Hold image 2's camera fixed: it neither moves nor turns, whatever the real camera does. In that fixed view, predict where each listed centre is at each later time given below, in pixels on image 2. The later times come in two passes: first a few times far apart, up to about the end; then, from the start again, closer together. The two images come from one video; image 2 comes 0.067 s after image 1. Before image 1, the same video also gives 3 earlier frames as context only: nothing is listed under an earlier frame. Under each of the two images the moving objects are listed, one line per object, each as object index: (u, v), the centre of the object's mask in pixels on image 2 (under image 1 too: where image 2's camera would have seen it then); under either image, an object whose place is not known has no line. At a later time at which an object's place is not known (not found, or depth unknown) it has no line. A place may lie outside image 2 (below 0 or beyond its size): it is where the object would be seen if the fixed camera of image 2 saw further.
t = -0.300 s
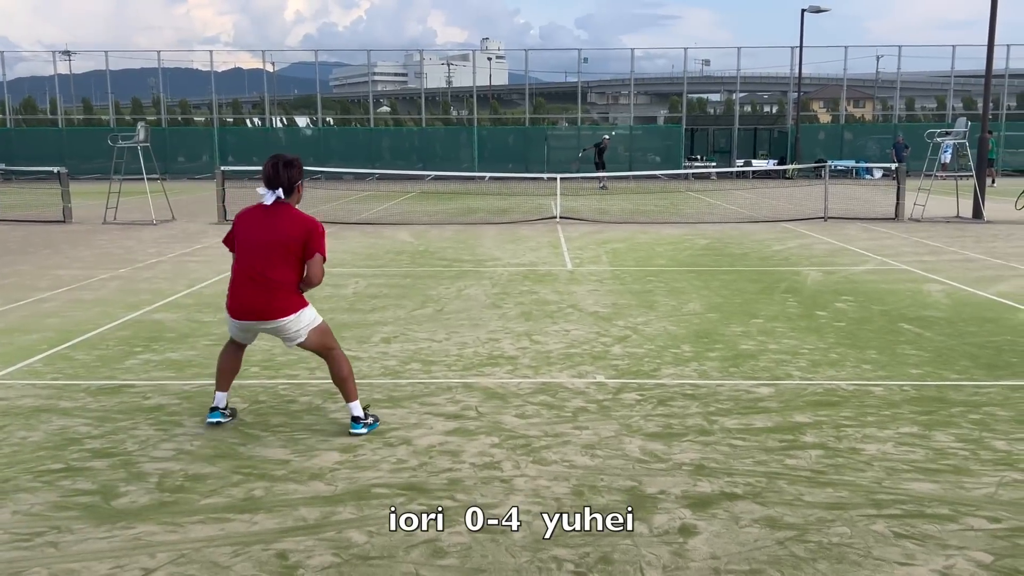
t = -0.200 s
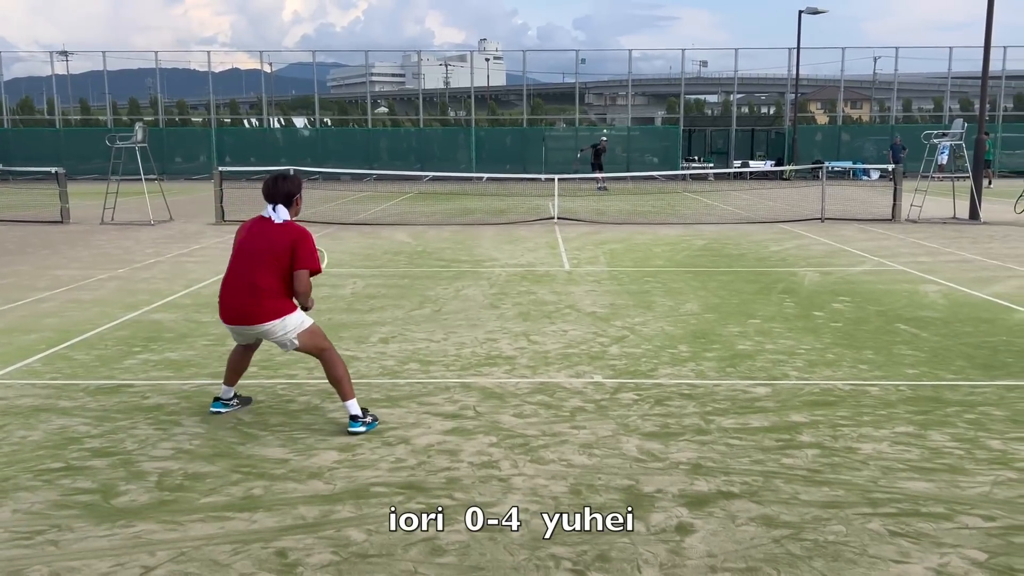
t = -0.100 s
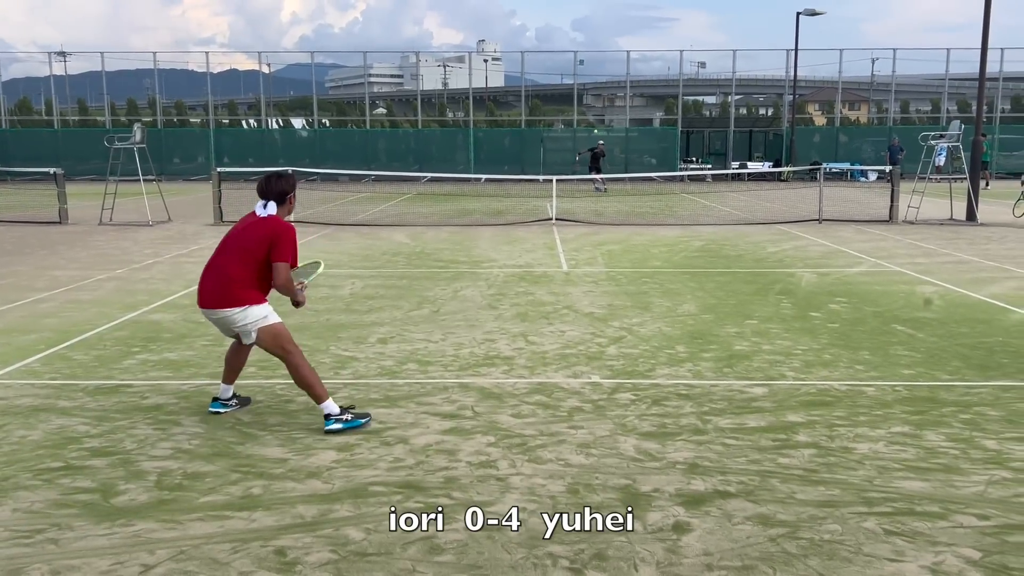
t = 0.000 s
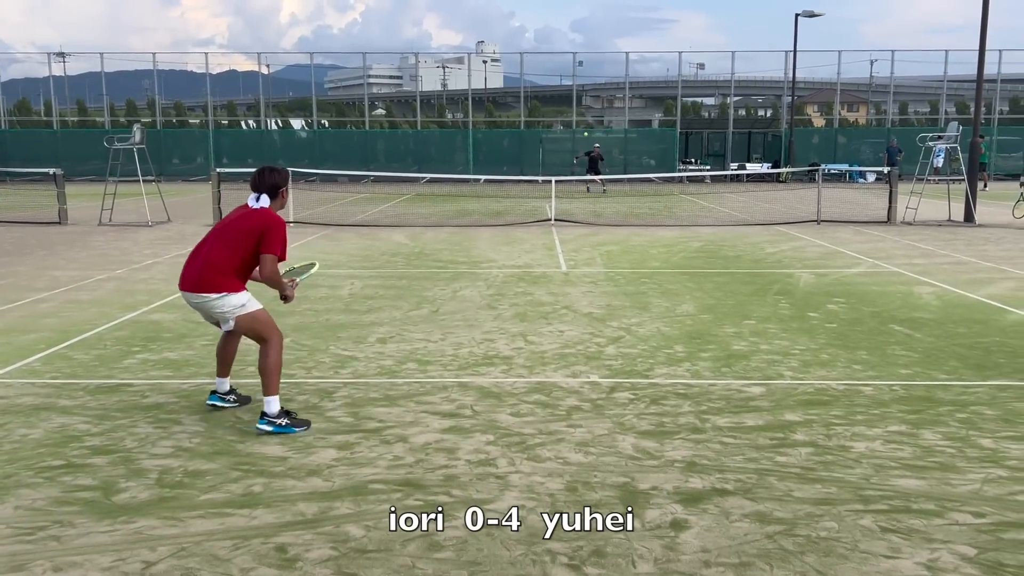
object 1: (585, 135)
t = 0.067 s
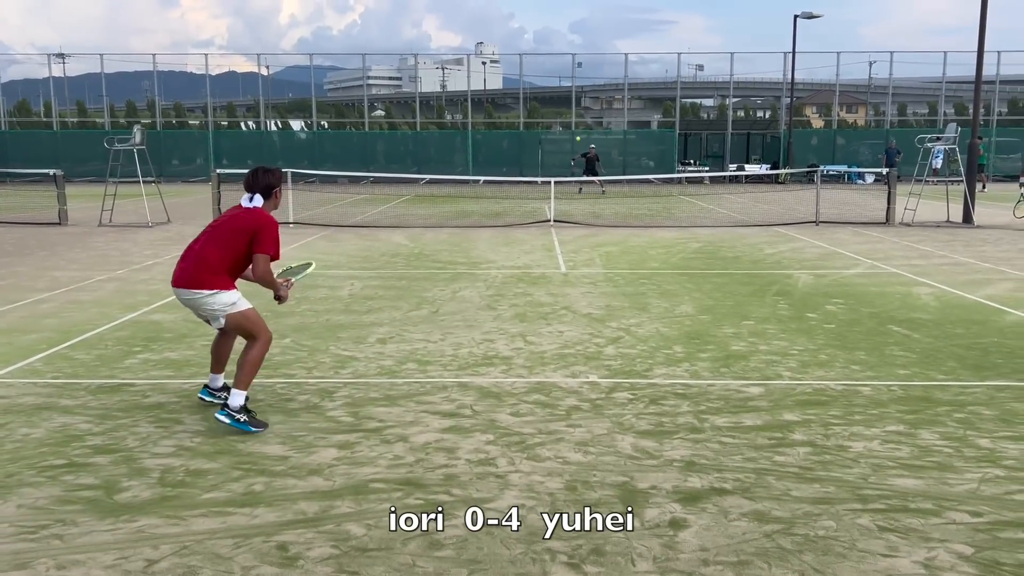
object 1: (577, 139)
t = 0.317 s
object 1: (544, 171)
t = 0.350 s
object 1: (539, 179)
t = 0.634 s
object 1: (465, 295)
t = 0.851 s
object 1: (410, 264)
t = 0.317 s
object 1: (544, 171)
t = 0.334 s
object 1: (541, 175)
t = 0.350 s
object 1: (539, 179)
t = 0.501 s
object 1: (506, 226)
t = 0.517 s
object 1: (502, 233)
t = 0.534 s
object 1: (497, 241)
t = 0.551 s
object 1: (493, 248)
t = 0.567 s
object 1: (488, 257)
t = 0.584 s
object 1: (482, 265)
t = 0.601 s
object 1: (477, 274)
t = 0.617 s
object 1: (472, 284)
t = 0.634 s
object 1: (465, 295)
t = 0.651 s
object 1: (461, 295)
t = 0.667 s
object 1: (458, 291)
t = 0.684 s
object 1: (454, 288)
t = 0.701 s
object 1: (450, 284)
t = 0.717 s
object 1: (447, 281)
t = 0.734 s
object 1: (442, 278)
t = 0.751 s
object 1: (438, 275)
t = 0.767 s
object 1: (434, 273)
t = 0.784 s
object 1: (429, 270)
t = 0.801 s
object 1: (424, 268)
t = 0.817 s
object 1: (419, 267)
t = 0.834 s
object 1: (415, 265)
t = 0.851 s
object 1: (410, 264)
